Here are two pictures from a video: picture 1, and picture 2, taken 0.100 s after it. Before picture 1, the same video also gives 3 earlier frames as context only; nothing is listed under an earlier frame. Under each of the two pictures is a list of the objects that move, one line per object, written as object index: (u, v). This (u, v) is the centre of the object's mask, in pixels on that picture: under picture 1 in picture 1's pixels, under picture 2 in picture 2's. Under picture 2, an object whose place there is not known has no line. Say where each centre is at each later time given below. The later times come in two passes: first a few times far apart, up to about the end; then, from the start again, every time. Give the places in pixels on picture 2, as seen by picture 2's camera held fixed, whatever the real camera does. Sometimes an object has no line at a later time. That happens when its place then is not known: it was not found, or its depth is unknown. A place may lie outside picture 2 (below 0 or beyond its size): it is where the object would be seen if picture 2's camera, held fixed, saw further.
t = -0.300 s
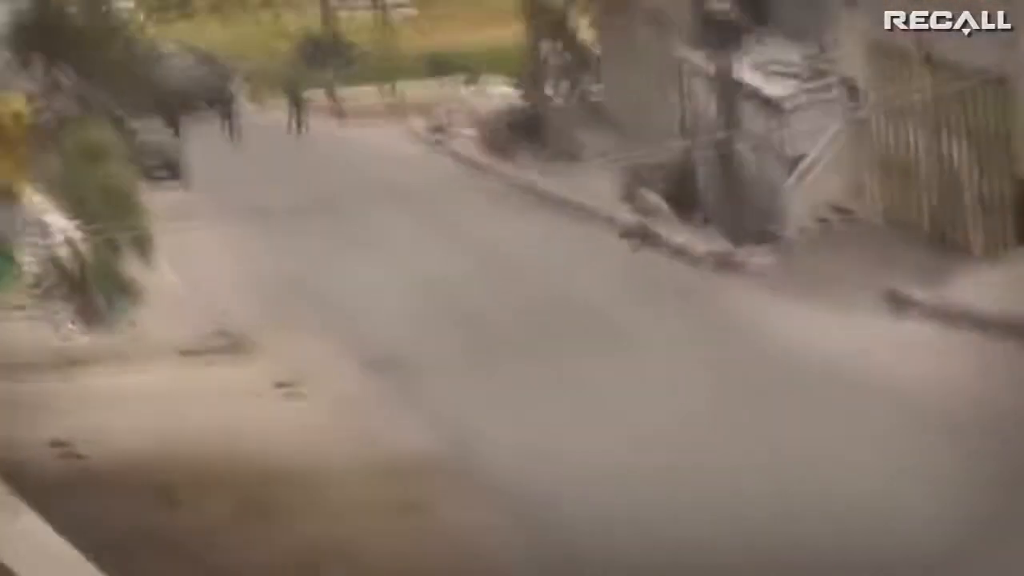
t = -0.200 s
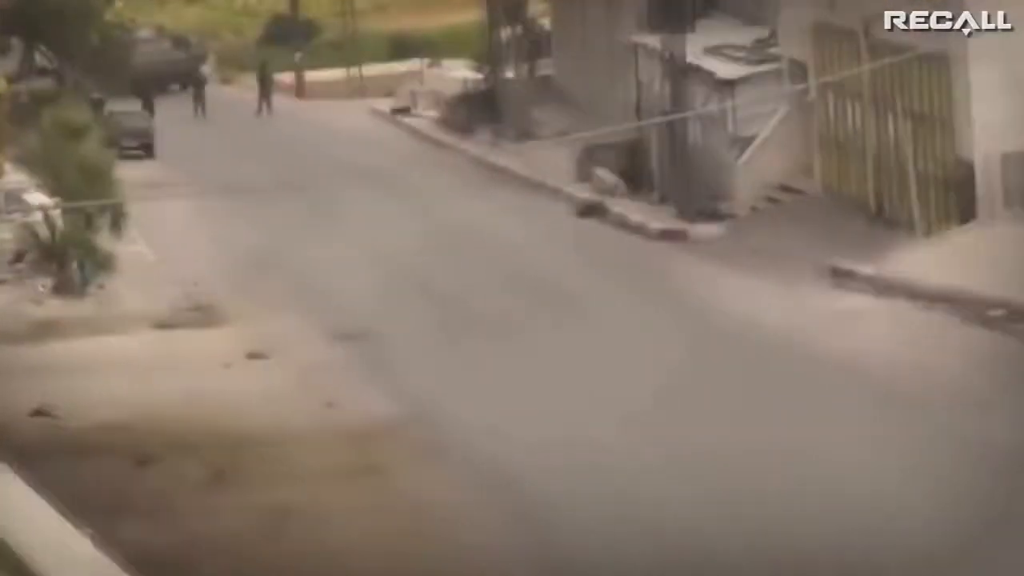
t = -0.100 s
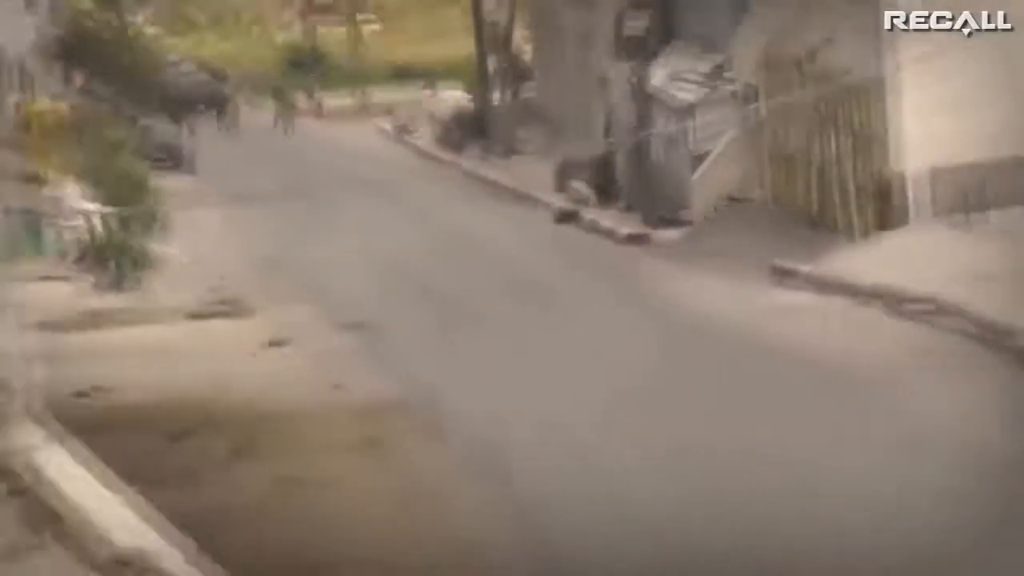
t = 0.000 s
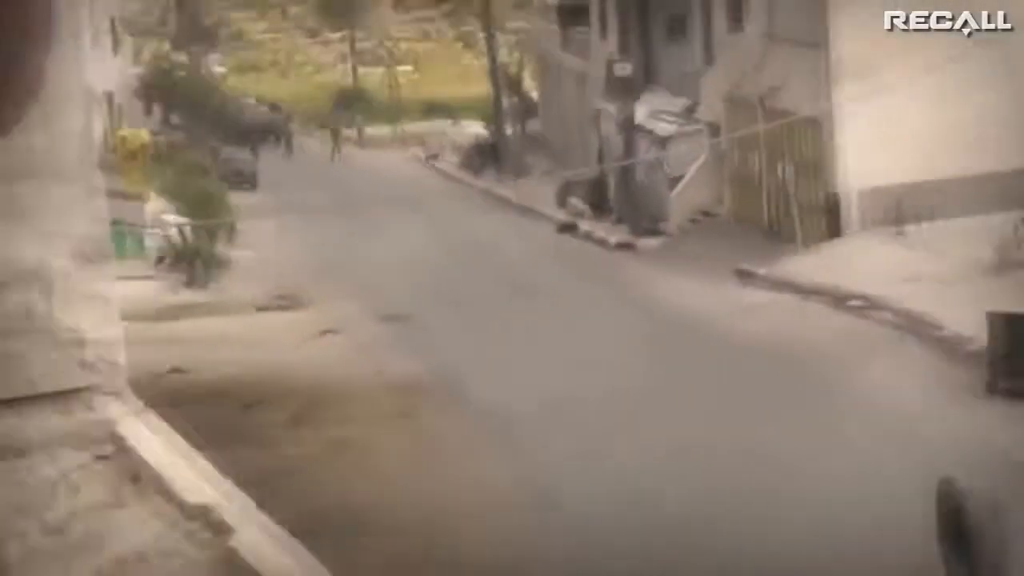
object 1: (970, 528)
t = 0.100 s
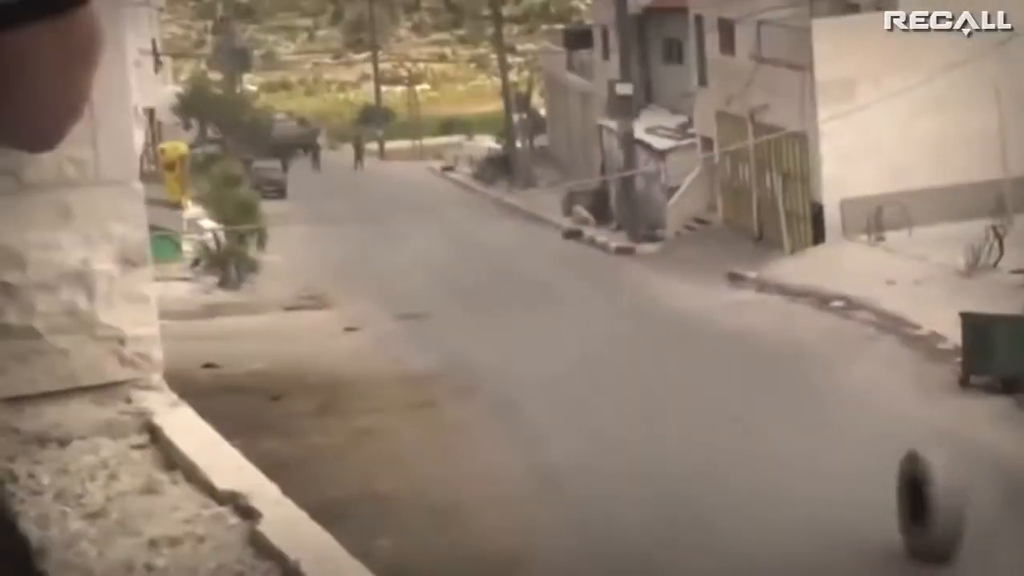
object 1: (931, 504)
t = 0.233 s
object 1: (907, 487)
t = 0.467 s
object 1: (869, 461)
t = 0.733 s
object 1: (834, 431)
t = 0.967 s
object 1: (806, 410)
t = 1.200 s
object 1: (785, 386)
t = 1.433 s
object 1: (766, 371)
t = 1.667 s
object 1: (750, 356)
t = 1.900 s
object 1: (739, 338)
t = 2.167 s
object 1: (728, 323)
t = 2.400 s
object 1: (721, 307)
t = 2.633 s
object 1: (714, 298)
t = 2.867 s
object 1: (710, 287)
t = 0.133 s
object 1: (924, 502)
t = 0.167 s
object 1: (918, 496)
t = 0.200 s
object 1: (912, 491)
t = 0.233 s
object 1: (907, 487)
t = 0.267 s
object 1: (900, 483)
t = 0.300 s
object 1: (895, 480)
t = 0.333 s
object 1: (889, 475)
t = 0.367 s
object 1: (883, 471)
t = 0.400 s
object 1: (879, 467)
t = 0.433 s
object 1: (874, 464)
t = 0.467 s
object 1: (869, 461)
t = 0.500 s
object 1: (864, 458)
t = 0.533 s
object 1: (860, 452)
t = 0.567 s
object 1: (856, 447)
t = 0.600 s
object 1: (851, 444)
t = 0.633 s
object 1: (847, 442)
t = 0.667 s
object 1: (842, 437)
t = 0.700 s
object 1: (838, 437)
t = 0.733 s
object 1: (834, 431)
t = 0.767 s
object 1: (830, 427)
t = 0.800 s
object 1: (826, 425)
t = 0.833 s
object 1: (822, 422)
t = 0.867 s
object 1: (818, 418)
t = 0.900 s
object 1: (814, 416)
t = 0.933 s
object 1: (811, 412)
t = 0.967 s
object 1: (806, 410)
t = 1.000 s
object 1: (803, 407)
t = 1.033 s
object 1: (800, 403)
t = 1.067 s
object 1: (796, 402)
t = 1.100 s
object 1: (794, 396)
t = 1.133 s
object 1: (791, 394)
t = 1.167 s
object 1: (788, 390)
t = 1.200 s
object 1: (785, 386)
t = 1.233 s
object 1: (782, 384)
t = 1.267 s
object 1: (779, 383)
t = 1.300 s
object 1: (776, 381)
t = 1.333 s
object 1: (773, 378)
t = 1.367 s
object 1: (771, 376)
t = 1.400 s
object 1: (768, 374)
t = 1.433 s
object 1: (766, 371)
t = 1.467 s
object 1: (763, 369)
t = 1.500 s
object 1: (761, 366)
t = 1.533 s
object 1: (759, 363)
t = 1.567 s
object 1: (757, 362)
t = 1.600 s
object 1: (754, 358)
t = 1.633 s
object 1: (752, 357)
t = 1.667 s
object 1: (750, 356)
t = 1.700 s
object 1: (749, 353)
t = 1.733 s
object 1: (748, 348)
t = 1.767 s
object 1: (746, 346)
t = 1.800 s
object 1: (744, 344)
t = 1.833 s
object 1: (742, 341)
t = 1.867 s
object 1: (740, 340)
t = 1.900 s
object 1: (739, 338)
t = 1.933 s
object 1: (737, 335)
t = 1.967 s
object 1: (735, 333)
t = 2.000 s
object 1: (735, 331)
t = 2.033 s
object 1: (734, 329)
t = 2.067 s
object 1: (732, 328)
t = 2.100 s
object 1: (731, 327)
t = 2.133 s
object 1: (729, 324)
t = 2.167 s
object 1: (728, 323)
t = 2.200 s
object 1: (727, 320)
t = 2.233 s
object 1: (725, 316)
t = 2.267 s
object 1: (724, 315)
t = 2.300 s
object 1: (723, 314)
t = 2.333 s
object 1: (723, 311)
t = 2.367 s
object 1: (721, 309)
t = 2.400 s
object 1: (721, 307)
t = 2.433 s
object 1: (720, 306)
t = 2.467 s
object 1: (719, 304)
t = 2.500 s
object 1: (718, 303)
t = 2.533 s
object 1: (717, 300)
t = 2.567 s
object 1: (717, 299)
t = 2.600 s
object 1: (716, 298)
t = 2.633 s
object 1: (714, 298)
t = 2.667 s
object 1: (713, 295)
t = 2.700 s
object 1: (712, 292)
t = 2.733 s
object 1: (712, 291)
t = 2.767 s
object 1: (711, 290)
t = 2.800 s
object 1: (711, 288)
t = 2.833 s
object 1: (711, 288)
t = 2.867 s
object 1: (710, 287)
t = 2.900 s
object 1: (710, 285)
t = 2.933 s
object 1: (710, 285)
